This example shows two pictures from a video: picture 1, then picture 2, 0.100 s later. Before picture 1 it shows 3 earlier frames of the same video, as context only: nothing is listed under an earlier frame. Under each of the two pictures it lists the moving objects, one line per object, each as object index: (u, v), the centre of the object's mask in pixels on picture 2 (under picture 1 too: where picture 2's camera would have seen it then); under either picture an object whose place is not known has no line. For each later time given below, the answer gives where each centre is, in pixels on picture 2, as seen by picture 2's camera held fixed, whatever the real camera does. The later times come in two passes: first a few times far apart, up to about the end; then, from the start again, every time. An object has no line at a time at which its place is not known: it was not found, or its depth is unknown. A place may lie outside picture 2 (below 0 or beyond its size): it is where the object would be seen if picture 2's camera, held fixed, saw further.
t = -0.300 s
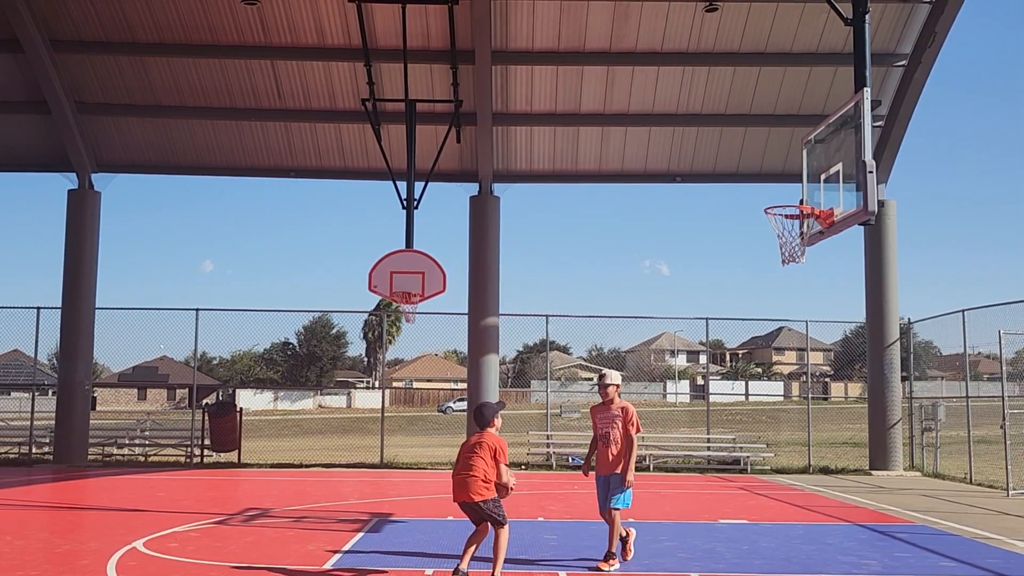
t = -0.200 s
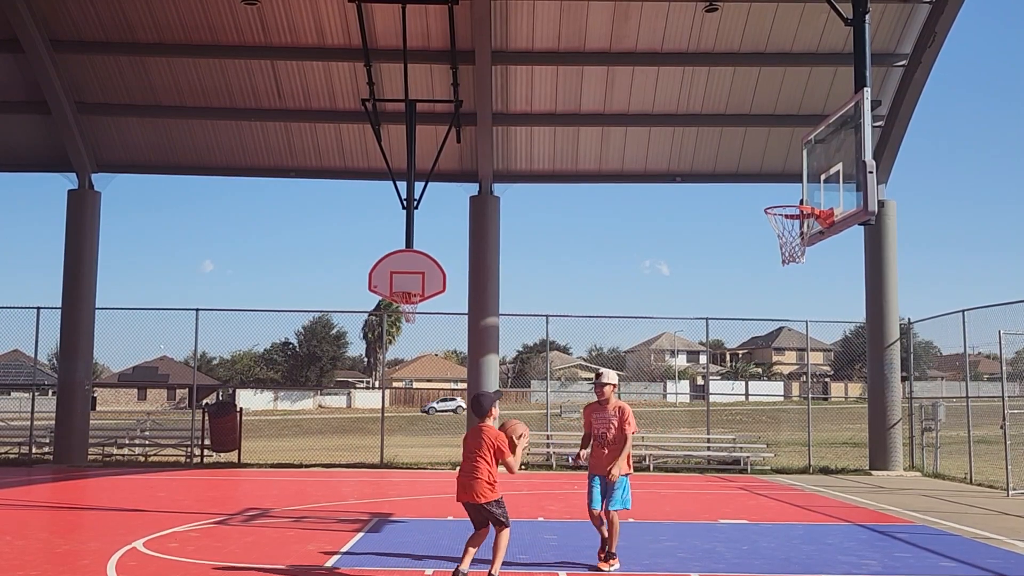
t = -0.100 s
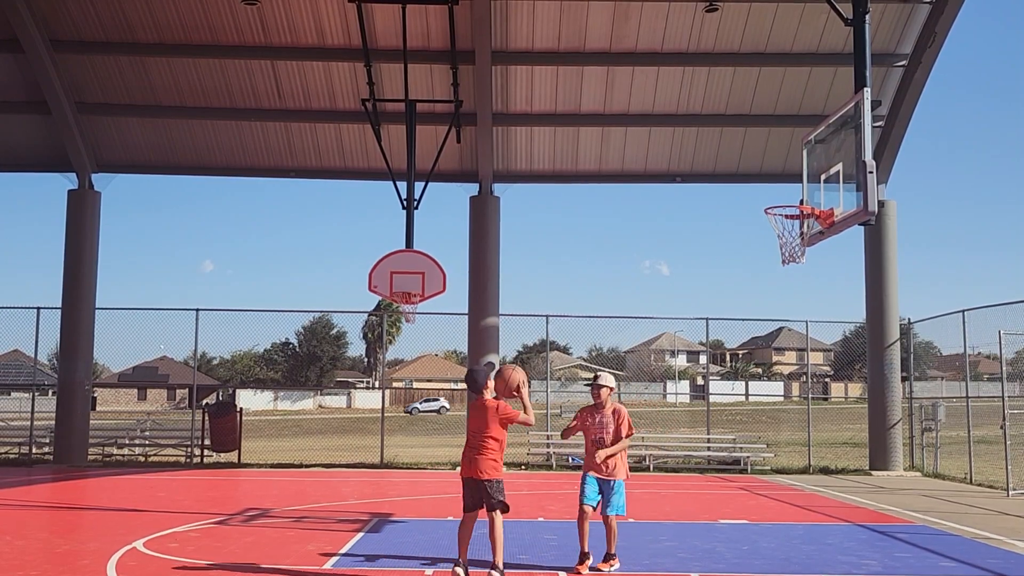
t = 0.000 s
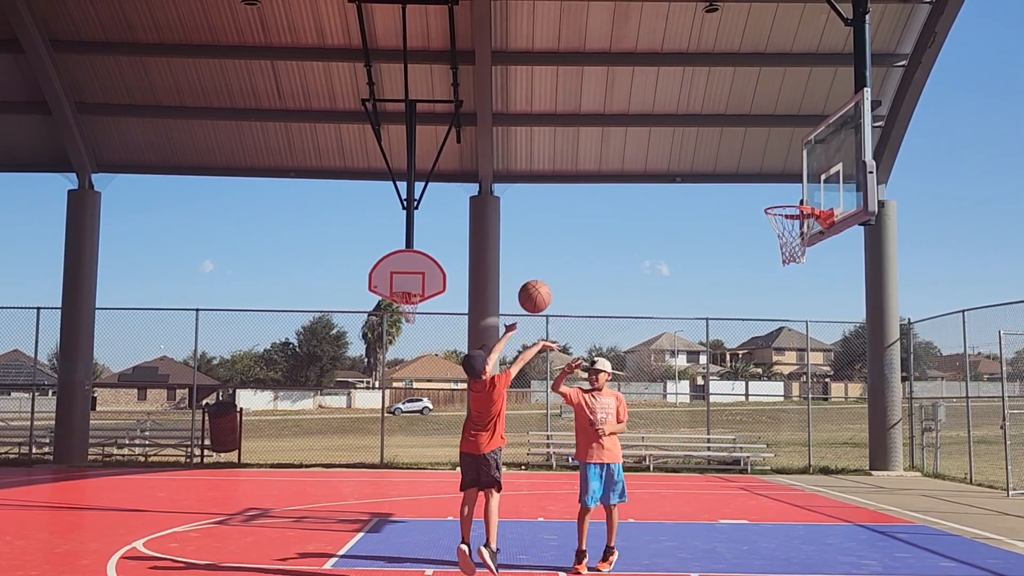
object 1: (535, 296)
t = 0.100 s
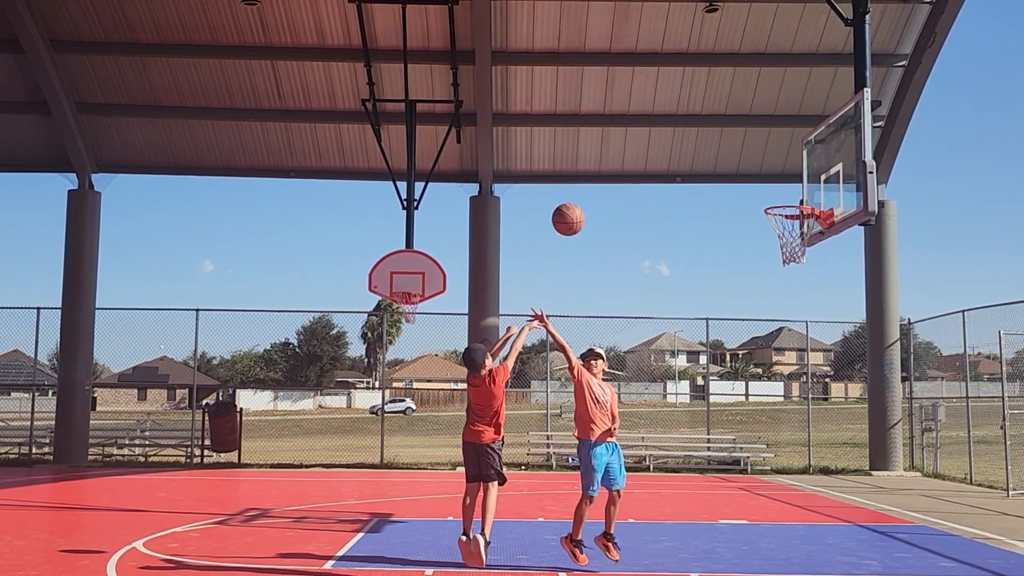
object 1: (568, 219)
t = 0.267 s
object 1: (622, 126)
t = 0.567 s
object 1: (711, 52)
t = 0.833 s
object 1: (788, 82)
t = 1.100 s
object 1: (864, 192)
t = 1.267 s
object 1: (914, 300)
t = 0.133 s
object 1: (579, 197)
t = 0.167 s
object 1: (590, 177)
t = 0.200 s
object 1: (601, 158)
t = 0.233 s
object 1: (611, 141)
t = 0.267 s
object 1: (622, 126)
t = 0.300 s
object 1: (632, 111)
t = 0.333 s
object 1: (642, 99)
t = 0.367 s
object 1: (652, 88)
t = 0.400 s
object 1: (662, 78)
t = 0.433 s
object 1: (672, 70)
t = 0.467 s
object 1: (682, 64)
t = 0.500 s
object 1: (692, 58)
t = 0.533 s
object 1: (701, 55)
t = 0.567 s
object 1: (711, 52)
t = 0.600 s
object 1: (721, 52)
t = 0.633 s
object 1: (731, 52)
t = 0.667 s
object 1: (740, 54)
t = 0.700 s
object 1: (750, 57)
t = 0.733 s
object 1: (760, 61)
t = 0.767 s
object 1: (769, 67)
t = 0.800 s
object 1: (778, 73)
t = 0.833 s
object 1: (788, 82)
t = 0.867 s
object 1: (798, 91)
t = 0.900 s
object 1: (807, 102)
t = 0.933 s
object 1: (816, 114)
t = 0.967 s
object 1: (826, 127)
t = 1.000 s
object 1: (835, 141)
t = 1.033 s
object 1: (845, 157)
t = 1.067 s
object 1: (854, 173)
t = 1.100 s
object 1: (864, 192)
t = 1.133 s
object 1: (874, 211)
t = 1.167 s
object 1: (884, 232)
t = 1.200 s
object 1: (894, 253)
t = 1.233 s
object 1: (904, 276)
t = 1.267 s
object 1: (914, 300)
